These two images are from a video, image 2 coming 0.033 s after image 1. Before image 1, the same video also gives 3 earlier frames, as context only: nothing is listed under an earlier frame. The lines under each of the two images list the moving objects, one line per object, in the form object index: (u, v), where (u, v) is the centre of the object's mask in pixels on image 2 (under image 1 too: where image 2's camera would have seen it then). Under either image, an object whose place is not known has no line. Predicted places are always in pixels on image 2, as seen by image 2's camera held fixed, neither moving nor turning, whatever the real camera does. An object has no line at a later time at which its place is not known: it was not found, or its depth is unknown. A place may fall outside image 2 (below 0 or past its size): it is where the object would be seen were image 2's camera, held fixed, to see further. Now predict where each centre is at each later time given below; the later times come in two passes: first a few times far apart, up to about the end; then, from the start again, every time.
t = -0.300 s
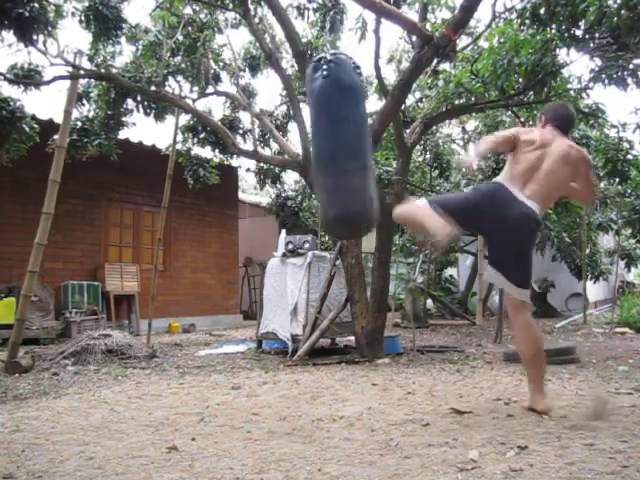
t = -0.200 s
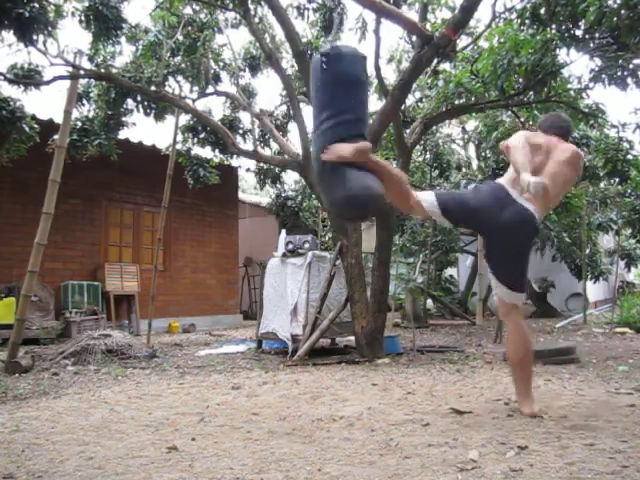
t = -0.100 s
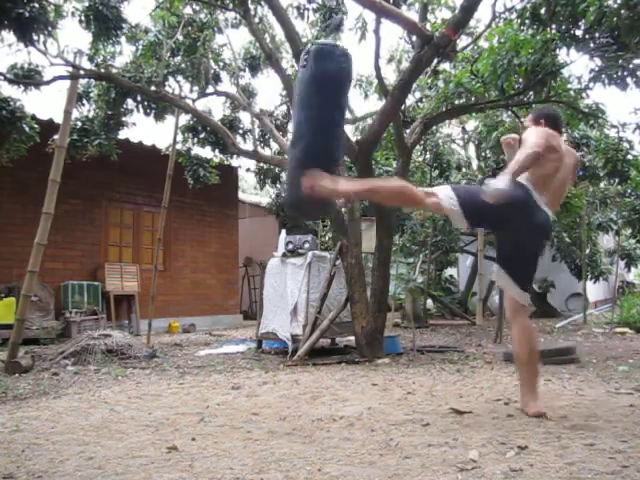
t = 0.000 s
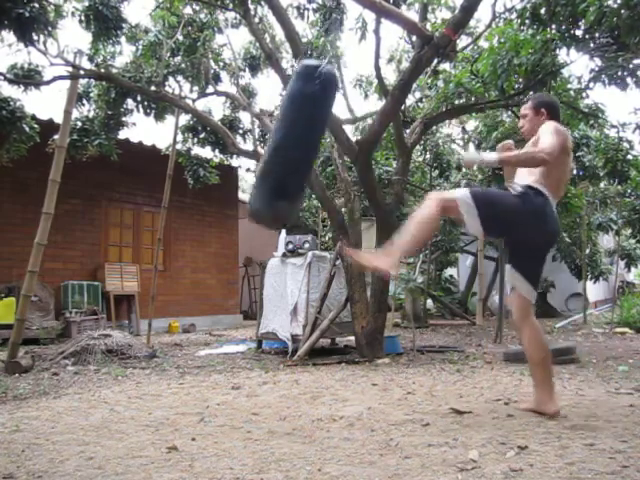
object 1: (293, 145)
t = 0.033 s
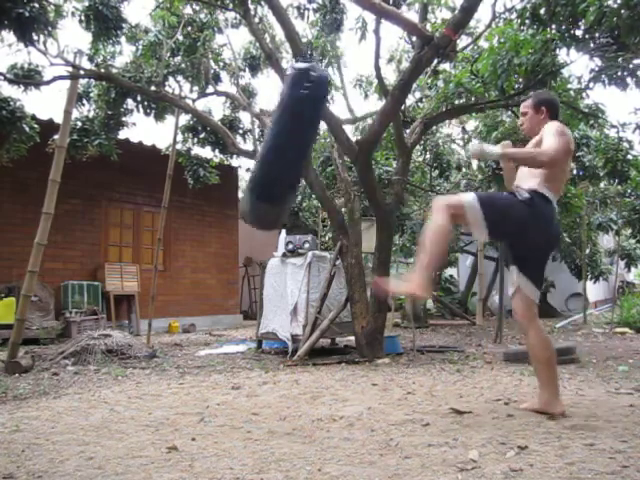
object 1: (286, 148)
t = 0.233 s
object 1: (267, 126)
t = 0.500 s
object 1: (277, 136)
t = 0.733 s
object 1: (308, 150)
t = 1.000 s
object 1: (377, 136)
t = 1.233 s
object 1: (424, 100)
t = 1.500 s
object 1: (428, 99)
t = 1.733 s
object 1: (384, 135)
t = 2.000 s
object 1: (318, 152)
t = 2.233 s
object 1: (284, 142)
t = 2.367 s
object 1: (276, 138)
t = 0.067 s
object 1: (281, 143)
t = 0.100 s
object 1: (277, 136)
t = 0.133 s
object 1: (273, 131)
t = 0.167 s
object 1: (270, 128)
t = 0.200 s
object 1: (268, 126)
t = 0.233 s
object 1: (267, 126)
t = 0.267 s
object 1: (267, 127)
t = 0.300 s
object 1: (267, 129)
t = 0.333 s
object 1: (267, 129)
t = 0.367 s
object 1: (269, 129)
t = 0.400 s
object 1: (270, 131)
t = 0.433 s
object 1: (272, 133)
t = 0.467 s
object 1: (275, 134)
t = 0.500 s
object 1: (277, 136)
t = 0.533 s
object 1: (280, 138)
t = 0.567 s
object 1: (283, 140)
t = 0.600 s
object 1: (287, 142)
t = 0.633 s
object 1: (291, 144)
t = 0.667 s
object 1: (296, 147)
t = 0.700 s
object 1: (303, 148)
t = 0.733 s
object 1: (308, 150)
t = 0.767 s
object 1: (316, 150)
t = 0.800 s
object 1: (324, 152)
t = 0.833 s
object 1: (332, 150)
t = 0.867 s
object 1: (341, 150)
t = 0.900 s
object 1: (350, 147)
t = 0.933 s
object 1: (359, 143)
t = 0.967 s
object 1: (368, 140)
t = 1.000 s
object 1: (377, 136)
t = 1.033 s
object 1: (385, 132)
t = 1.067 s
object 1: (393, 126)
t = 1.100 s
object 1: (401, 121)
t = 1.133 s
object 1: (407, 115)
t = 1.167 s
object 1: (414, 110)
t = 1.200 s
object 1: (419, 105)
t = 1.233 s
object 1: (424, 100)
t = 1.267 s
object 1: (428, 97)
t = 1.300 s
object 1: (430, 94)
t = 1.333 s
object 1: (432, 93)
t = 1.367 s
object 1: (433, 92)
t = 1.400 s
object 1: (434, 92)
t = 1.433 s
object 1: (432, 93)
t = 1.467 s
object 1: (430, 96)
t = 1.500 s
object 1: (428, 99)
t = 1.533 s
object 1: (424, 104)
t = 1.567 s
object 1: (419, 108)
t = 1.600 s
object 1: (414, 114)
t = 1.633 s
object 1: (407, 119)
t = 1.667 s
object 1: (400, 124)
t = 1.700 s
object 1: (392, 130)
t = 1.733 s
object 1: (384, 135)
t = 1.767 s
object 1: (375, 137)
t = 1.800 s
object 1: (367, 142)
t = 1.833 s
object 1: (358, 146)
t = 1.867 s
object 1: (350, 149)
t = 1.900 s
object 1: (342, 150)
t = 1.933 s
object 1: (333, 151)
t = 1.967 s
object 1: (325, 152)
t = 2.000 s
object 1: (318, 152)
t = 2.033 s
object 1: (311, 151)
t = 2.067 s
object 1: (306, 150)
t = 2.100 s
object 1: (300, 148)
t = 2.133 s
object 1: (295, 148)
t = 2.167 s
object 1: (291, 146)
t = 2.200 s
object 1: (287, 144)
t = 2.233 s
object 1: (284, 142)
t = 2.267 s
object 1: (281, 141)
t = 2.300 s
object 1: (279, 139)
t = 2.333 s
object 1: (277, 138)
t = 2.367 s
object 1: (276, 138)
